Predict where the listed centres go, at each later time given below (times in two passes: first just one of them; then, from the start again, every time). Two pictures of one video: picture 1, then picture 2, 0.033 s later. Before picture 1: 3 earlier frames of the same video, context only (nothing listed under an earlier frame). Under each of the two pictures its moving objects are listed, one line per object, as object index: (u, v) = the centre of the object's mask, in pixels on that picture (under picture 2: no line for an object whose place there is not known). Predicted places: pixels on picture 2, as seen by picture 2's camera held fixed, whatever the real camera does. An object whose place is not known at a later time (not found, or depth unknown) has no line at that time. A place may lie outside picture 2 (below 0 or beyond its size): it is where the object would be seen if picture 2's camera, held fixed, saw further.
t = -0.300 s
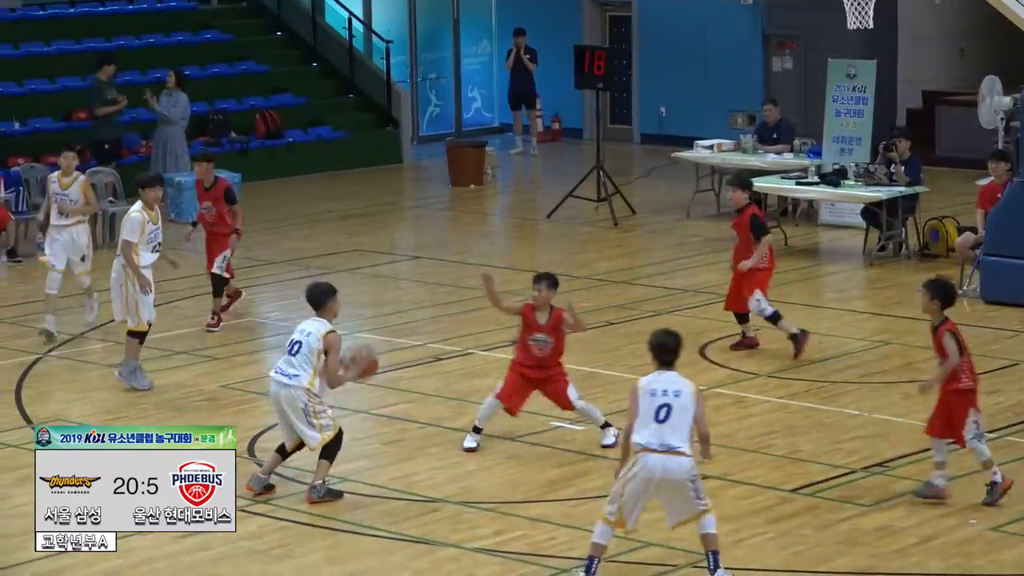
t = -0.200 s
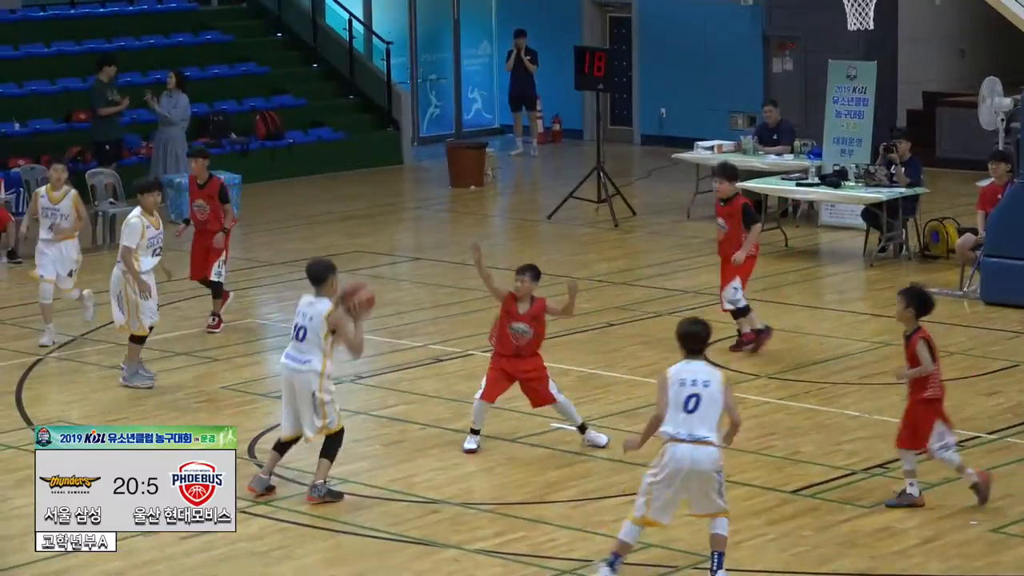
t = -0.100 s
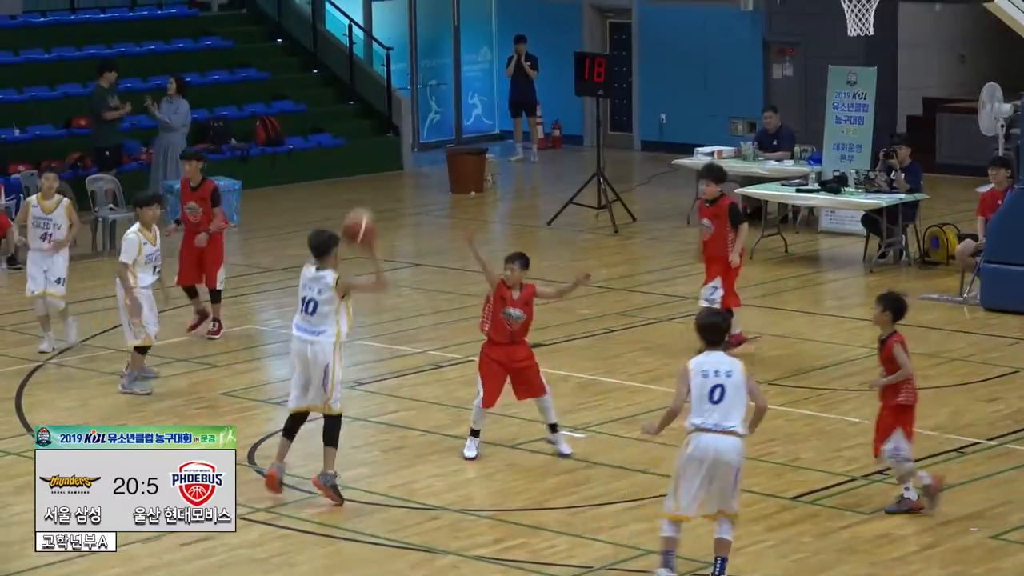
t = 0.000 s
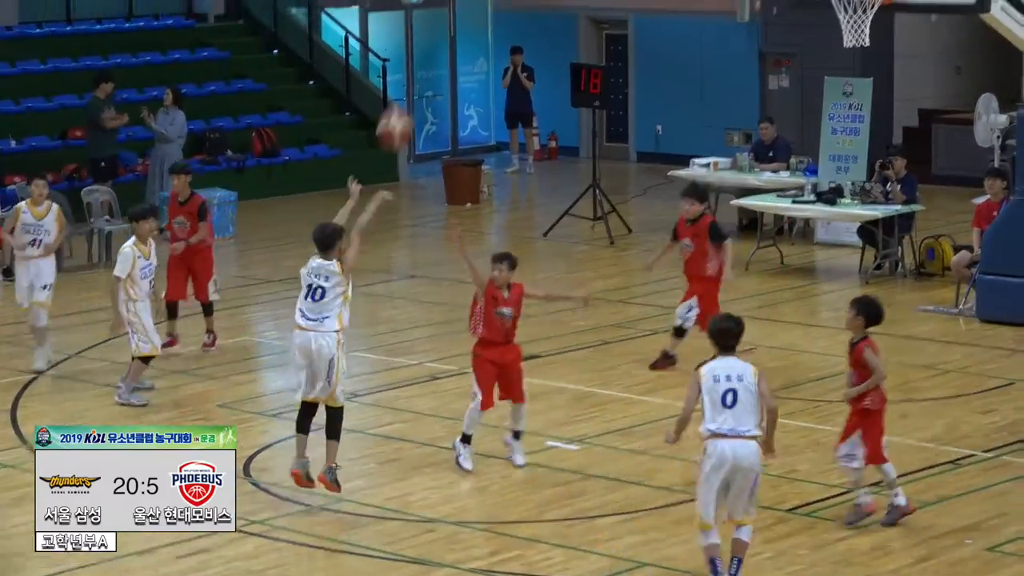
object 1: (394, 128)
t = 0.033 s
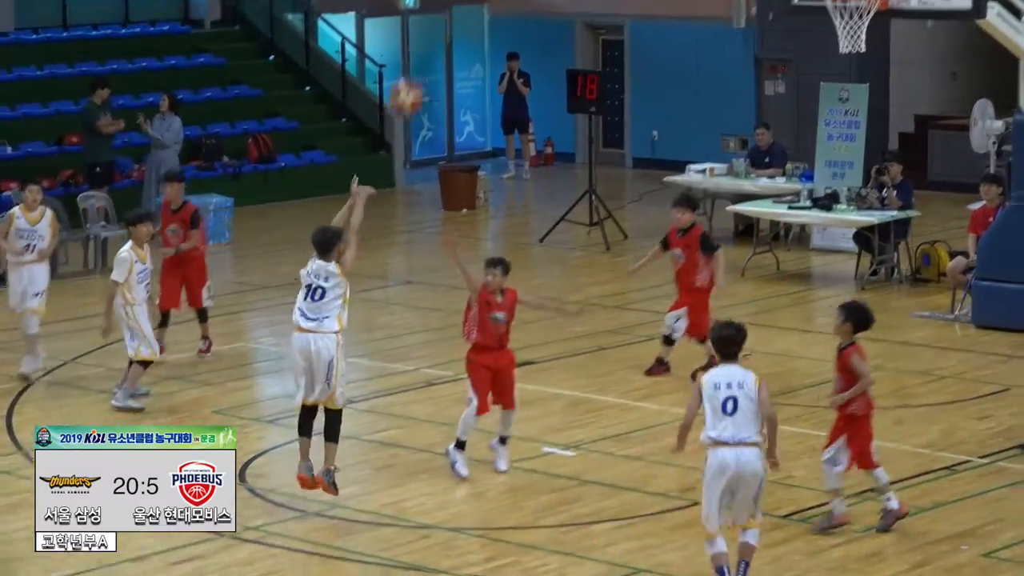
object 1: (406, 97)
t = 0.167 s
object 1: (460, -21)
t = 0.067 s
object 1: (419, 63)
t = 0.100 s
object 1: (434, 31)
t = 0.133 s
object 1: (446, 0)
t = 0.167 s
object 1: (460, -21)
